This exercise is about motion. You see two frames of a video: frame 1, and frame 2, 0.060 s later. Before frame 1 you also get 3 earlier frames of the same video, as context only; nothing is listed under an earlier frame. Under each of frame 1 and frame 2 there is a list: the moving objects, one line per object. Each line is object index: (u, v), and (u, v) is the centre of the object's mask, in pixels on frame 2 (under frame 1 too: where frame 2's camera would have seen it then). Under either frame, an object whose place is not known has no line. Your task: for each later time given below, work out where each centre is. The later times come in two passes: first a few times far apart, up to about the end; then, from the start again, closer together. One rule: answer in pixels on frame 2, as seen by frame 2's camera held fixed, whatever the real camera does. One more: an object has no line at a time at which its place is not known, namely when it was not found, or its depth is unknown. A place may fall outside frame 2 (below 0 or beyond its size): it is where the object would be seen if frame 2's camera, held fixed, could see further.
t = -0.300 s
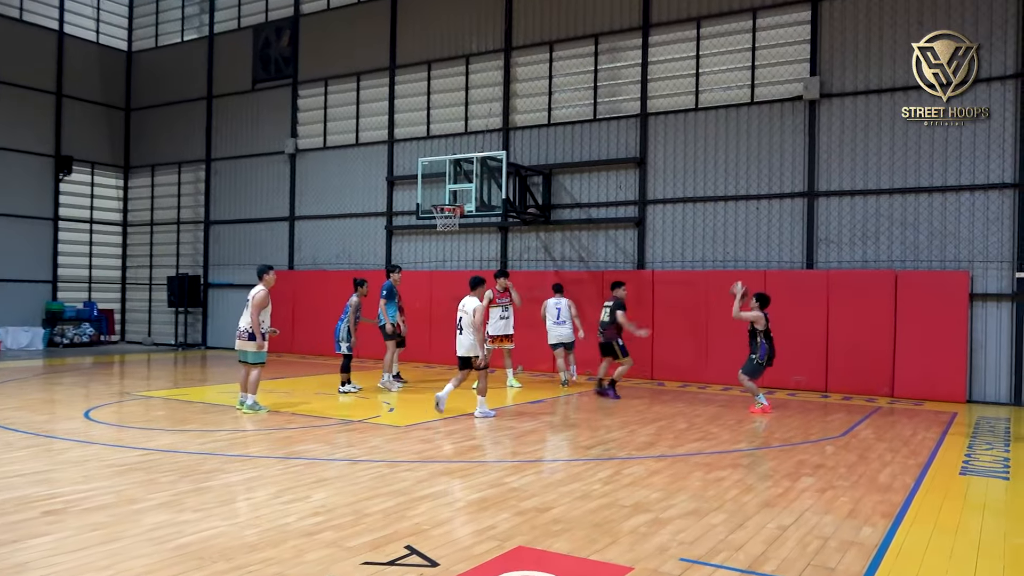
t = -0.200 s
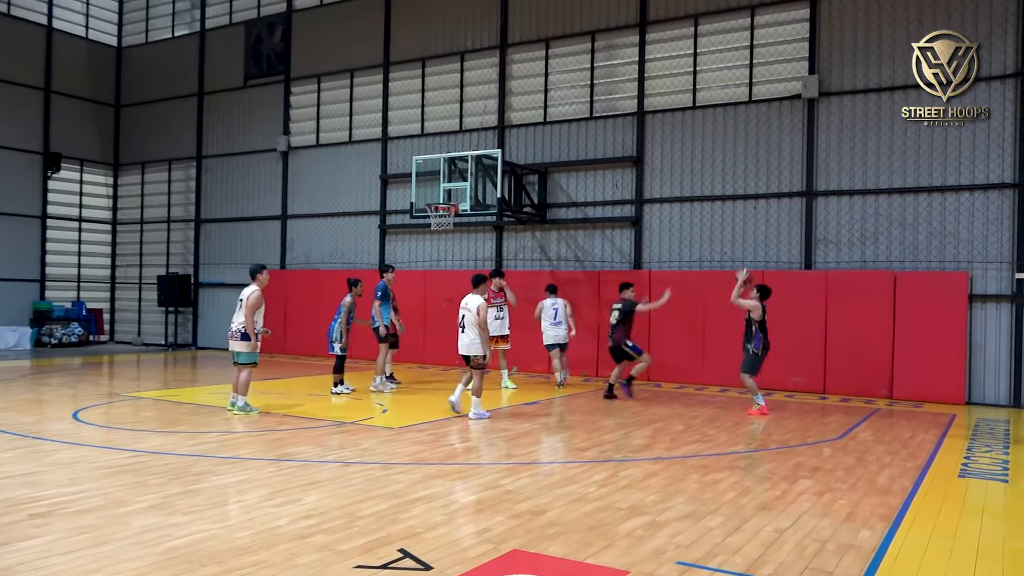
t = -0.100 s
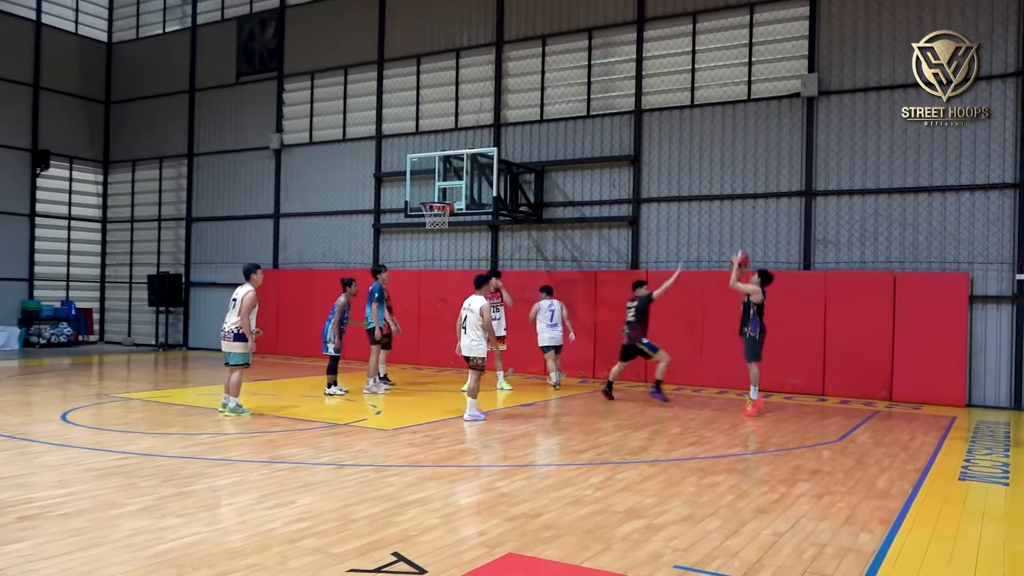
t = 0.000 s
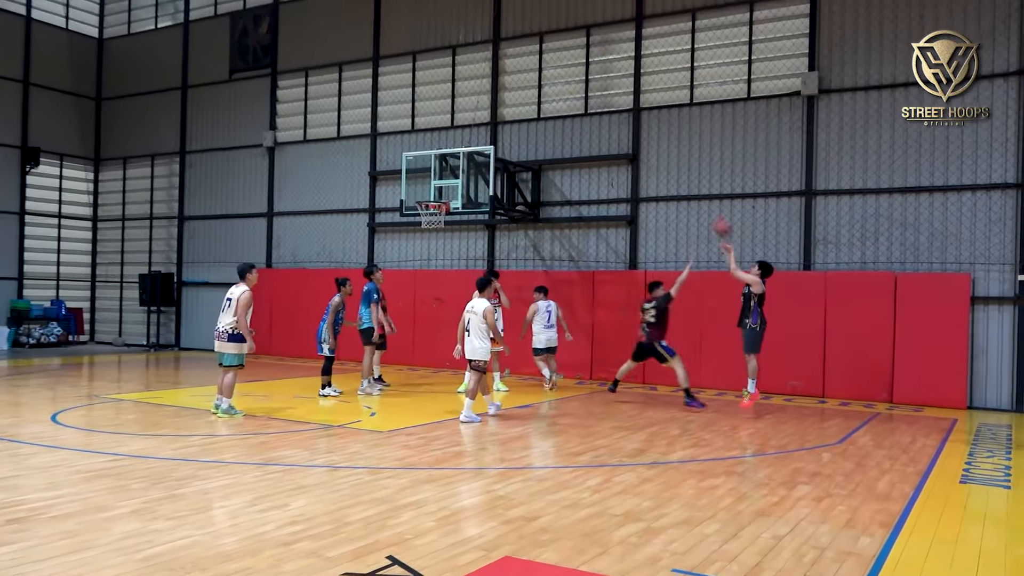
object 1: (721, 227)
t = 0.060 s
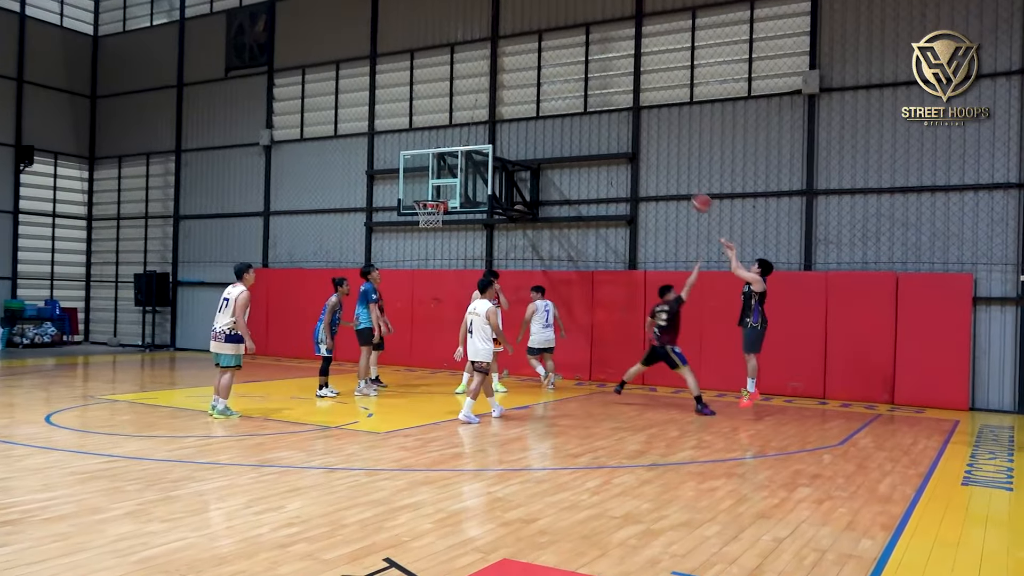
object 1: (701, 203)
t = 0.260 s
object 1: (641, 145)
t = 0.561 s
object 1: (557, 115)
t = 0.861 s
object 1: (483, 146)
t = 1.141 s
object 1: (428, 177)
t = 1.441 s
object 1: (398, 157)
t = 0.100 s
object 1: (690, 189)
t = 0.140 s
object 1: (677, 176)
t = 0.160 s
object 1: (672, 170)
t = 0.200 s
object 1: (659, 158)
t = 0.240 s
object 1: (646, 149)
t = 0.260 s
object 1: (641, 145)
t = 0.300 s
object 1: (631, 136)
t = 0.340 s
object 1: (619, 129)
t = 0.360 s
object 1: (615, 128)
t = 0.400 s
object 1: (602, 122)
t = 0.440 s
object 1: (591, 117)
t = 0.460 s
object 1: (586, 116)
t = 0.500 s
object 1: (574, 114)
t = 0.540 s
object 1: (563, 115)
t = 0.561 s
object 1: (557, 115)
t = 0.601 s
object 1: (548, 114)
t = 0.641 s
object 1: (538, 116)
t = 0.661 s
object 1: (533, 117)
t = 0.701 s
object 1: (523, 122)
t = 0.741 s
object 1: (512, 126)
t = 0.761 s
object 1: (507, 128)
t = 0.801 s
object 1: (497, 134)
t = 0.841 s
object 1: (488, 141)
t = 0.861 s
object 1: (483, 146)
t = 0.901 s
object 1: (473, 154)
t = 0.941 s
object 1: (464, 162)
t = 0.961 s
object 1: (458, 167)
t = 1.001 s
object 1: (450, 176)
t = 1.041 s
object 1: (441, 188)
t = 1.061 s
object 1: (437, 191)
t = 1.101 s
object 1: (433, 186)
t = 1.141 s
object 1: (428, 177)
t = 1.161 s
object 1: (426, 175)
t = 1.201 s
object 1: (422, 169)
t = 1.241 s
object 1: (418, 165)
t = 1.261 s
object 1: (417, 164)
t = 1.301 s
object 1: (412, 160)
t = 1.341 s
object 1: (408, 158)
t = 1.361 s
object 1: (407, 158)
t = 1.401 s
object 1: (402, 156)
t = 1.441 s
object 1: (398, 157)
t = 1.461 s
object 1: (396, 157)
